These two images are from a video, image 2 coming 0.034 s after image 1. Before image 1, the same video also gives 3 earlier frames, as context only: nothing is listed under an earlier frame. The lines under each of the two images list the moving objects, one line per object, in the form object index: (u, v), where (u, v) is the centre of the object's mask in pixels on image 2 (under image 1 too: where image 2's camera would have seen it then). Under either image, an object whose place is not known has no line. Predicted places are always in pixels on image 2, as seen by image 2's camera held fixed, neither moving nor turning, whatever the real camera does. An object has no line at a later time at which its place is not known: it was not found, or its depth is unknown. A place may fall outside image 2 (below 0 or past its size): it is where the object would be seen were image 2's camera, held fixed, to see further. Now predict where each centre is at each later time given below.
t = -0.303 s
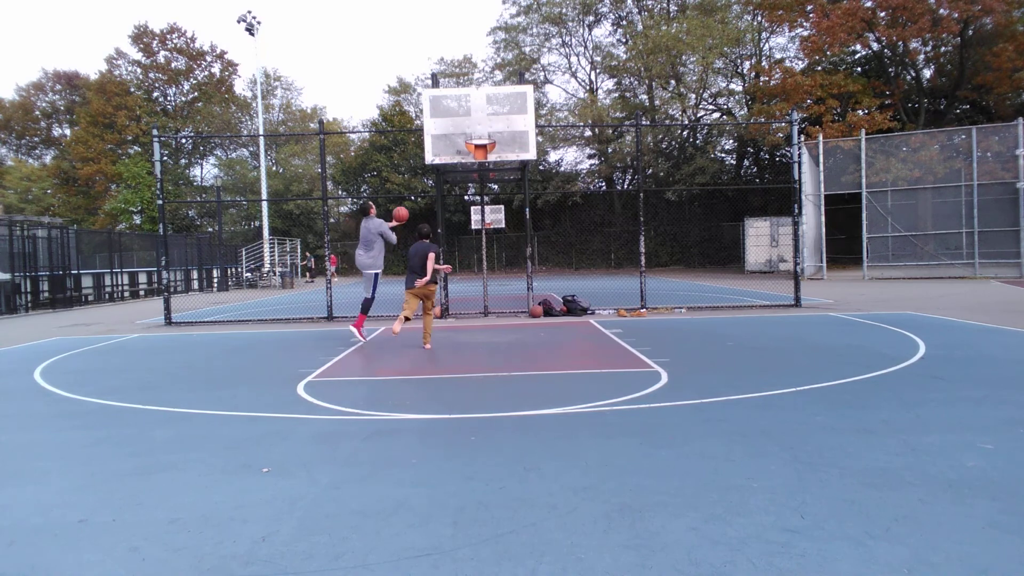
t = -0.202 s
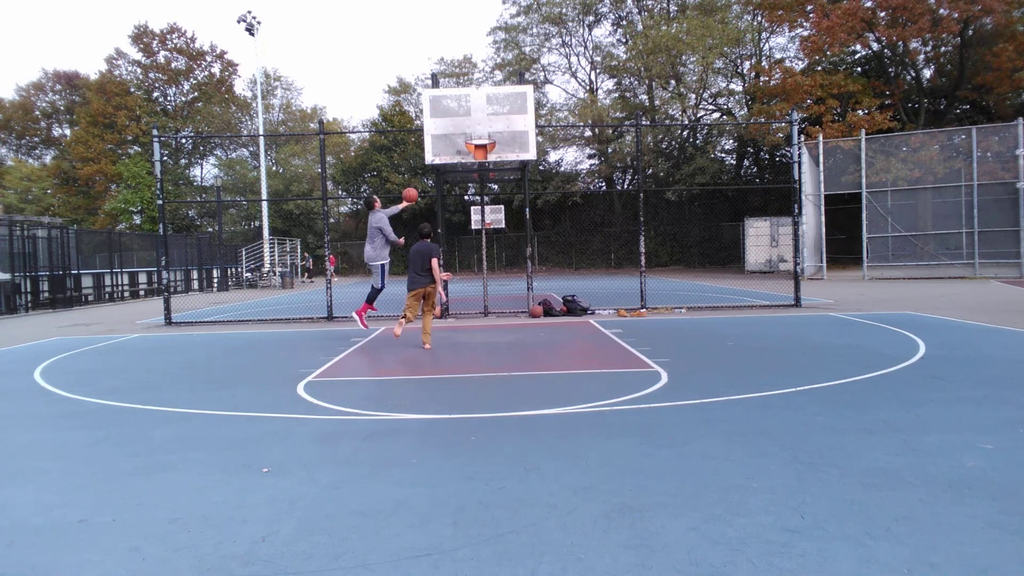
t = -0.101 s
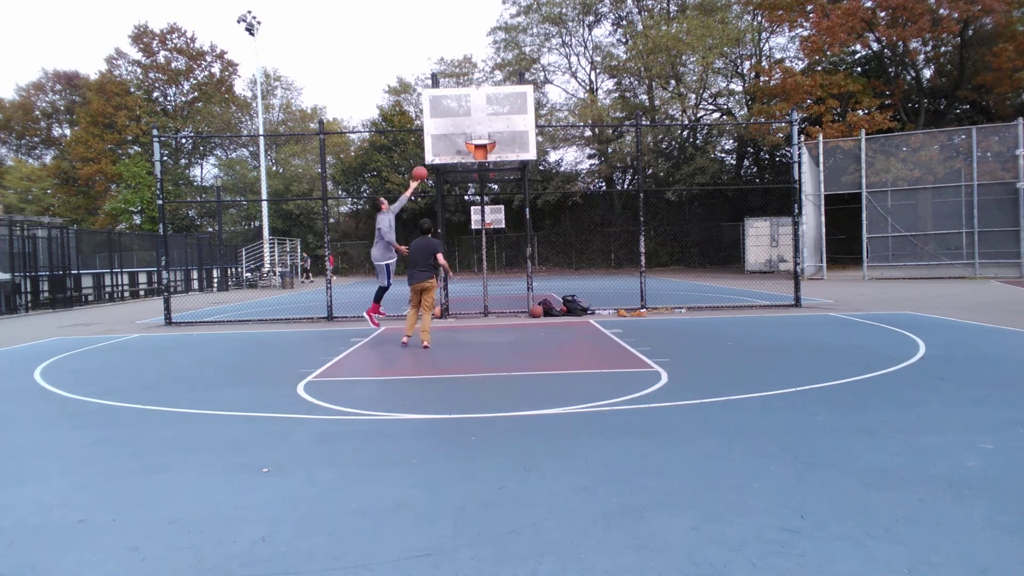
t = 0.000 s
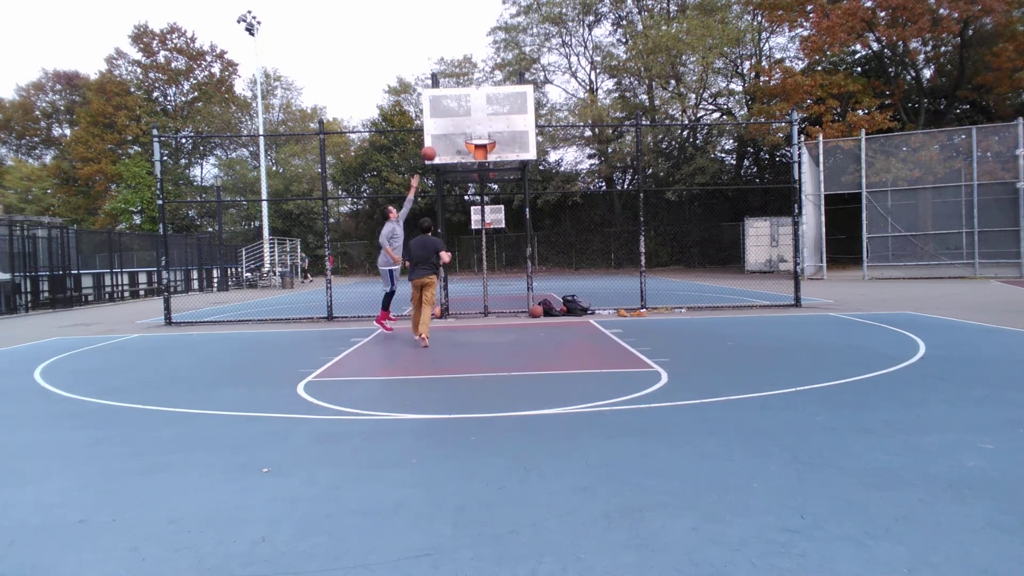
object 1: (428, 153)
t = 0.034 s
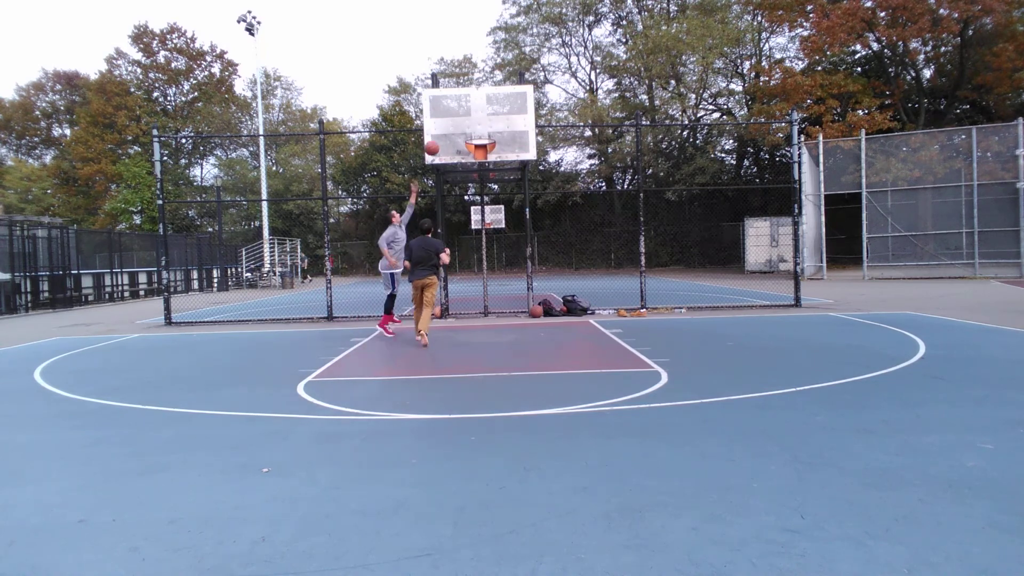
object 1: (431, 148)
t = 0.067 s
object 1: (434, 144)
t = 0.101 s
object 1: (437, 140)
